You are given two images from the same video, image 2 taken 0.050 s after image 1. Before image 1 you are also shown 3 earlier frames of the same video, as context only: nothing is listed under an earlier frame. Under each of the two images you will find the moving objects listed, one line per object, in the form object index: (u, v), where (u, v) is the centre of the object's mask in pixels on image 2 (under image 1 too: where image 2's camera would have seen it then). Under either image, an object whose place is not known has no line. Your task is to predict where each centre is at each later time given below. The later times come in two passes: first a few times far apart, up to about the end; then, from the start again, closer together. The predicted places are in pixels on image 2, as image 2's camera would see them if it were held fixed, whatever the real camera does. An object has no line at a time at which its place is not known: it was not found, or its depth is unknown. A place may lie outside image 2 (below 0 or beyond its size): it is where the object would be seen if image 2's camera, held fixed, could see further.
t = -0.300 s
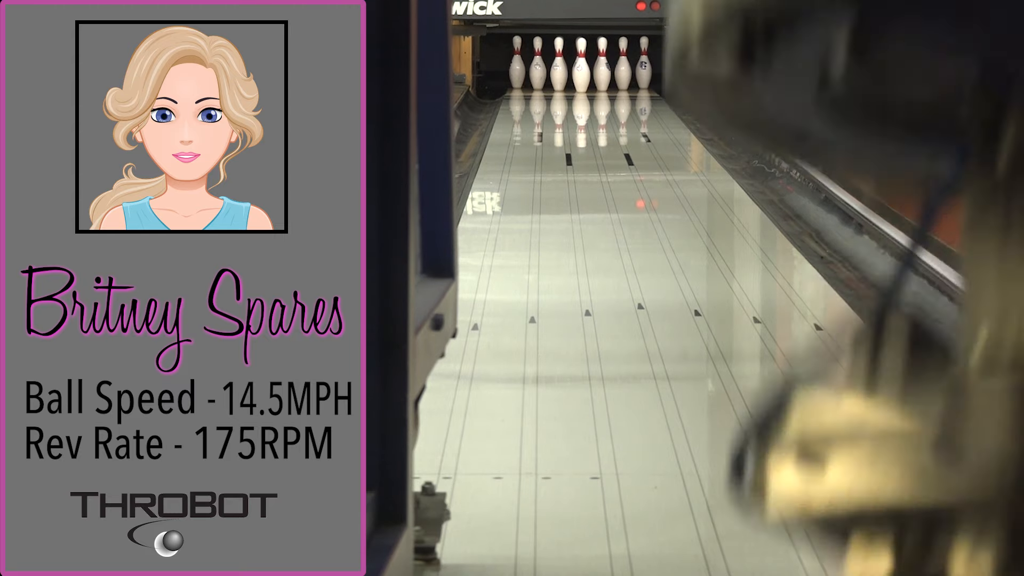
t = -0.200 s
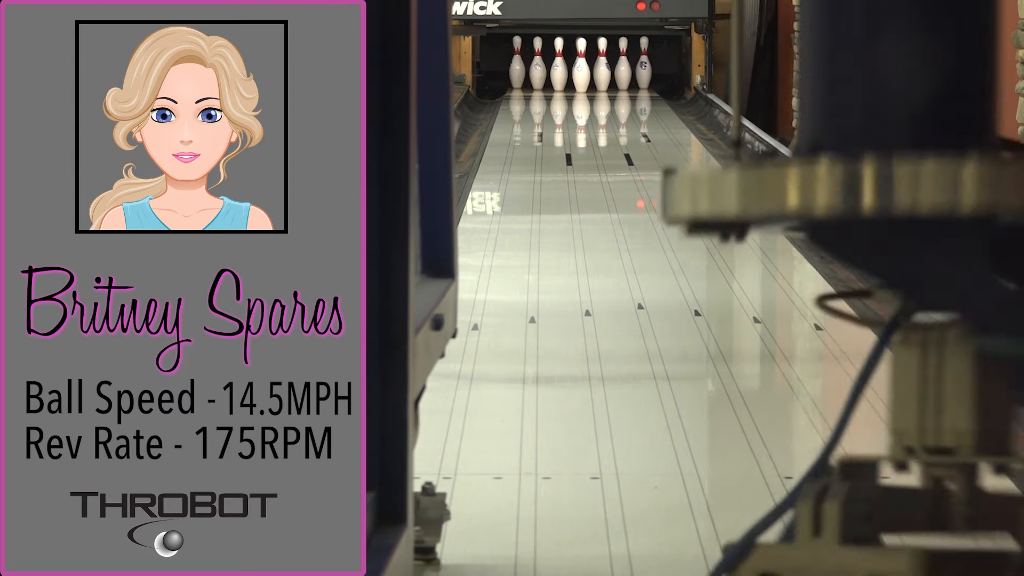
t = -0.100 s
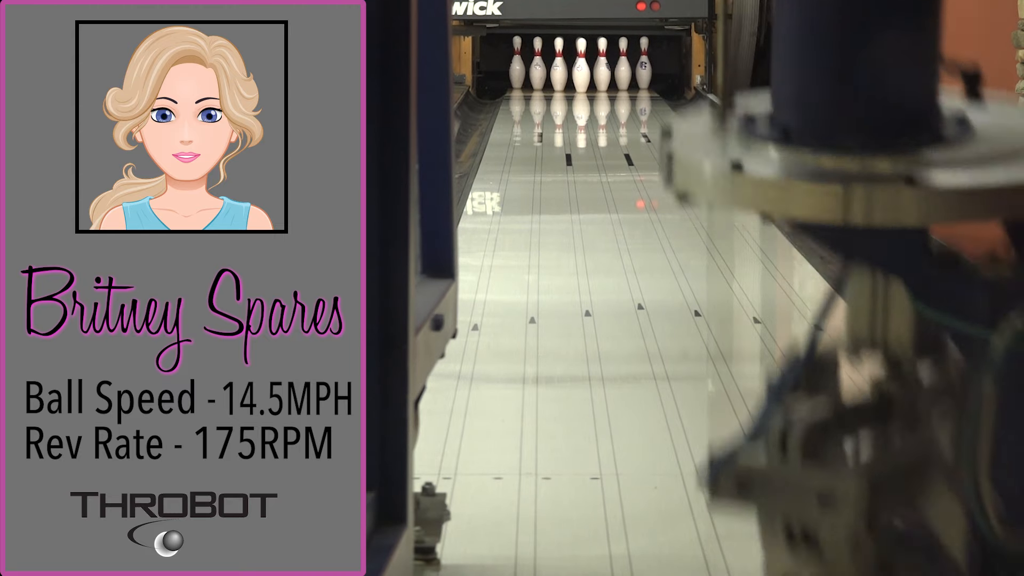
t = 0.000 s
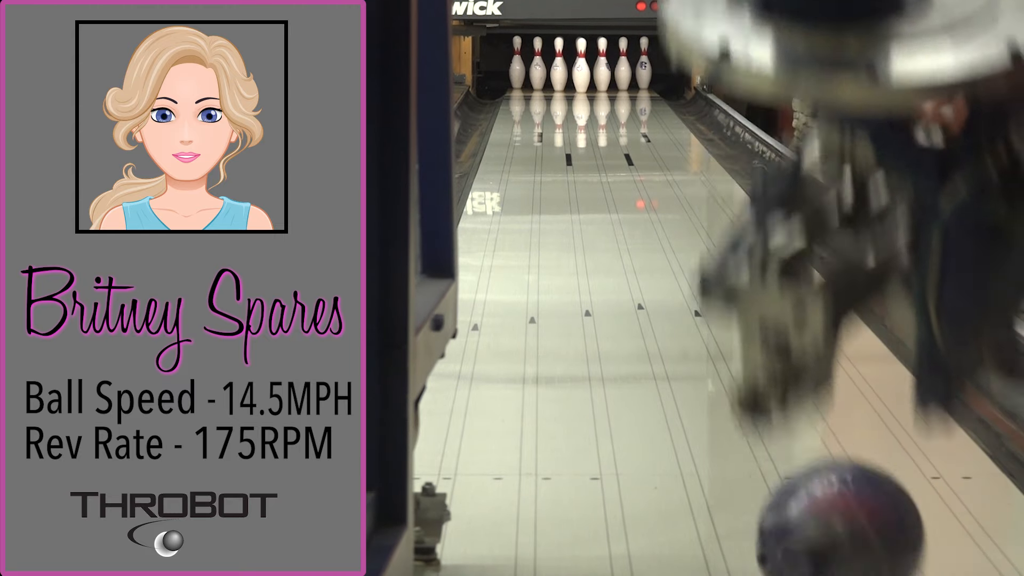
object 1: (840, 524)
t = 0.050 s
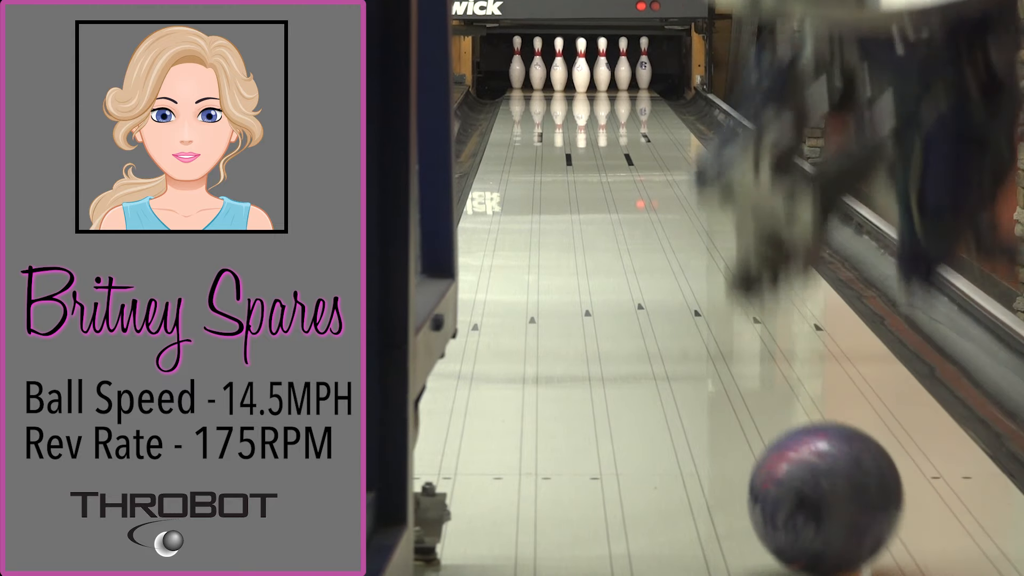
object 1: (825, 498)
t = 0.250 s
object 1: (781, 377)
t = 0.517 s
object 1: (747, 281)
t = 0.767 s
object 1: (725, 226)
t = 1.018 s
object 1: (708, 187)
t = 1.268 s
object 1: (695, 159)
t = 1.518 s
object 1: (681, 138)
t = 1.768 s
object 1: (668, 122)
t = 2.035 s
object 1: (652, 108)
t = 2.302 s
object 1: (632, 97)
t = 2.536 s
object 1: (615, 89)
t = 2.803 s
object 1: (599, 82)
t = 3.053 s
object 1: (589, 76)
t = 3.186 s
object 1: (586, 76)
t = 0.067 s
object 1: (820, 490)
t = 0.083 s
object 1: (816, 475)
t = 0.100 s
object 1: (812, 464)
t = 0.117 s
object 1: (808, 452)
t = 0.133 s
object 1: (804, 441)
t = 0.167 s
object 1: (797, 421)
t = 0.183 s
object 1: (794, 412)
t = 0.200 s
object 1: (791, 403)
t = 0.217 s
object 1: (787, 394)
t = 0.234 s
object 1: (784, 386)
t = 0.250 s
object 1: (781, 377)
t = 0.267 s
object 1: (779, 370)
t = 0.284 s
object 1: (776, 362)
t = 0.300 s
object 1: (773, 355)
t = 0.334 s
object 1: (769, 341)
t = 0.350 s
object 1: (766, 335)
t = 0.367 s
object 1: (764, 329)
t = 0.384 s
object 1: (762, 323)
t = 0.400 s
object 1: (760, 317)
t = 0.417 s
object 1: (758, 311)
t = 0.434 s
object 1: (756, 306)
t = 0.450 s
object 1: (754, 301)
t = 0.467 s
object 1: (752, 295)
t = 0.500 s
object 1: (748, 286)
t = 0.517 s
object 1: (747, 281)
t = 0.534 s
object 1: (745, 277)
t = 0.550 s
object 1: (743, 273)
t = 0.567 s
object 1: (742, 268)
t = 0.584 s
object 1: (740, 264)
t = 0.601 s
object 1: (738, 260)
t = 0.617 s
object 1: (737, 256)
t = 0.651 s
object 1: (734, 249)
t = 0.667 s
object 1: (733, 245)
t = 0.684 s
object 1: (731, 241)
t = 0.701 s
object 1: (730, 238)
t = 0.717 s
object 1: (729, 235)
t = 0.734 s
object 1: (727, 232)
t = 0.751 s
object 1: (726, 229)
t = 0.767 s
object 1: (725, 226)
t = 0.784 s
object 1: (724, 222)
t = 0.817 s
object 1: (721, 217)
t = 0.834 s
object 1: (720, 214)
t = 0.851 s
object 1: (719, 212)
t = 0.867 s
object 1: (718, 209)
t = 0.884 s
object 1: (717, 207)
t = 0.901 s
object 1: (716, 204)
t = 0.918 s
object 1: (715, 201)
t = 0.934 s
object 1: (714, 199)
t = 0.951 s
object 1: (713, 196)
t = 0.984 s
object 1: (711, 191)
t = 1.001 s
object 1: (710, 189)
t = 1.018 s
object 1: (708, 187)
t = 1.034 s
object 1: (708, 185)
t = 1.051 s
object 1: (707, 183)
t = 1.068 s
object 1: (706, 181)
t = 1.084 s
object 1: (705, 179)
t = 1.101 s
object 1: (704, 177)
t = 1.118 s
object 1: (703, 175)
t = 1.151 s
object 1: (701, 171)
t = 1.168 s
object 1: (701, 170)
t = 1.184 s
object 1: (699, 168)
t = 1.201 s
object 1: (699, 166)
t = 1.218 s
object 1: (698, 164)
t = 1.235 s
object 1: (697, 162)
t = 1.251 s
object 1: (696, 160)
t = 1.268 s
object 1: (695, 159)
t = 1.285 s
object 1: (694, 157)
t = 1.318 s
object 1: (692, 154)
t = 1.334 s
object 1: (691, 152)
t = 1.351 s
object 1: (690, 151)
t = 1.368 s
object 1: (689, 150)
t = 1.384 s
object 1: (688, 148)
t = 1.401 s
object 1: (688, 147)
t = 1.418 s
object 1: (687, 145)
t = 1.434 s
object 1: (686, 144)
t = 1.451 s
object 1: (685, 143)
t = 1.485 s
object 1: (684, 140)
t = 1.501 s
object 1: (683, 139)
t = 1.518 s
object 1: (681, 138)
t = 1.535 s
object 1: (680, 137)
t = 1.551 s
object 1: (679, 136)
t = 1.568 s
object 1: (679, 135)
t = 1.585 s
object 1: (678, 134)
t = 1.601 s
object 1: (677, 133)
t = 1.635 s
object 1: (675, 130)
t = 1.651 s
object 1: (674, 129)
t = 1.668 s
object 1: (673, 128)
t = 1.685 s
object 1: (672, 127)
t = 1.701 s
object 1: (671, 126)
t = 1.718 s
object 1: (670, 125)
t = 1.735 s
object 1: (669, 124)
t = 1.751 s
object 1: (669, 123)
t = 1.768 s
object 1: (668, 122)
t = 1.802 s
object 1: (666, 119)
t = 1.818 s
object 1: (665, 119)
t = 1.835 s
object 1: (664, 118)
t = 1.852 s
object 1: (663, 117)
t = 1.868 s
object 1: (662, 116)
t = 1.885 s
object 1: (661, 115)
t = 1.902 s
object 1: (660, 114)
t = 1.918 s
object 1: (659, 114)
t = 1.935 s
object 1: (659, 113)
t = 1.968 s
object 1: (656, 111)
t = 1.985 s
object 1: (655, 111)
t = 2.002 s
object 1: (654, 109)
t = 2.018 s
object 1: (653, 109)
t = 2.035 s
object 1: (652, 108)
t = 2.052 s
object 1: (651, 107)
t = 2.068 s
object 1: (650, 107)
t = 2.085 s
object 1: (649, 106)
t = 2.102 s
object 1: (648, 105)
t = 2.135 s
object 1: (645, 104)
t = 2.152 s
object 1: (644, 103)
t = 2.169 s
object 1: (643, 102)
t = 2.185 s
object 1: (641, 102)
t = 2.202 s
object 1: (640, 101)
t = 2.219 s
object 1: (639, 100)
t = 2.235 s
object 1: (638, 100)
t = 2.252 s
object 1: (636, 99)
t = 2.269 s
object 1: (635, 99)
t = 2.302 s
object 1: (632, 97)
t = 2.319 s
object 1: (631, 97)
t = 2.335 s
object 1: (630, 96)
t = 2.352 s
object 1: (628, 96)
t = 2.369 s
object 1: (627, 95)
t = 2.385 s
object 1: (626, 94)
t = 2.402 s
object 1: (625, 94)
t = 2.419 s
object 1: (624, 93)
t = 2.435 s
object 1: (623, 93)
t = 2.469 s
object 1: (620, 92)
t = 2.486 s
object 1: (619, 91)
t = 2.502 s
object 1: (618, 90)
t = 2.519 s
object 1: (617, 90)
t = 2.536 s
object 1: (615, 89)
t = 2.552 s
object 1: (614, 89)
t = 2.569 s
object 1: (613, 88)
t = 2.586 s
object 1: (612, 88)
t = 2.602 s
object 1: (611, 87)
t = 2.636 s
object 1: (609, 86)
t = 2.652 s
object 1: (607, 86)
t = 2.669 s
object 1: (607, 85)
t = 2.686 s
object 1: (606, 85)
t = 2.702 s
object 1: (605, 84)
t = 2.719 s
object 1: (604, 84)
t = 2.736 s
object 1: (603, 84)
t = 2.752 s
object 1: (602, 83)
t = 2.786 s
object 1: (600, 82)
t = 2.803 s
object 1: (599, 82)
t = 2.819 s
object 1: (598, 81)
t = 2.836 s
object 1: (596, 81)
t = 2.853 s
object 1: (596, 80)
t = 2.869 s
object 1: (595, 80)
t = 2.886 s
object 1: (594, 80)
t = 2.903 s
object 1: (593, 79)
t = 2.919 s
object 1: (592, 79)
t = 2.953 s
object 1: (590, 78)
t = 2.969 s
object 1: (590, 78)
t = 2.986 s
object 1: (590, 77)
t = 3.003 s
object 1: (591, 77)
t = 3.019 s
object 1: (591, 77)
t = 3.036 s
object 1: (590, 77)
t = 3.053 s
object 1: (589, 76)
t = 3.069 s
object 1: (588, 77)
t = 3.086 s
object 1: (588, 76)
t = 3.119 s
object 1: (588, 76)
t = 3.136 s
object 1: (587, 76)
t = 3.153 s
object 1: (587, 76)
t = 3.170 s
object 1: (587, 75)
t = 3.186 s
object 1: (586, 76)
